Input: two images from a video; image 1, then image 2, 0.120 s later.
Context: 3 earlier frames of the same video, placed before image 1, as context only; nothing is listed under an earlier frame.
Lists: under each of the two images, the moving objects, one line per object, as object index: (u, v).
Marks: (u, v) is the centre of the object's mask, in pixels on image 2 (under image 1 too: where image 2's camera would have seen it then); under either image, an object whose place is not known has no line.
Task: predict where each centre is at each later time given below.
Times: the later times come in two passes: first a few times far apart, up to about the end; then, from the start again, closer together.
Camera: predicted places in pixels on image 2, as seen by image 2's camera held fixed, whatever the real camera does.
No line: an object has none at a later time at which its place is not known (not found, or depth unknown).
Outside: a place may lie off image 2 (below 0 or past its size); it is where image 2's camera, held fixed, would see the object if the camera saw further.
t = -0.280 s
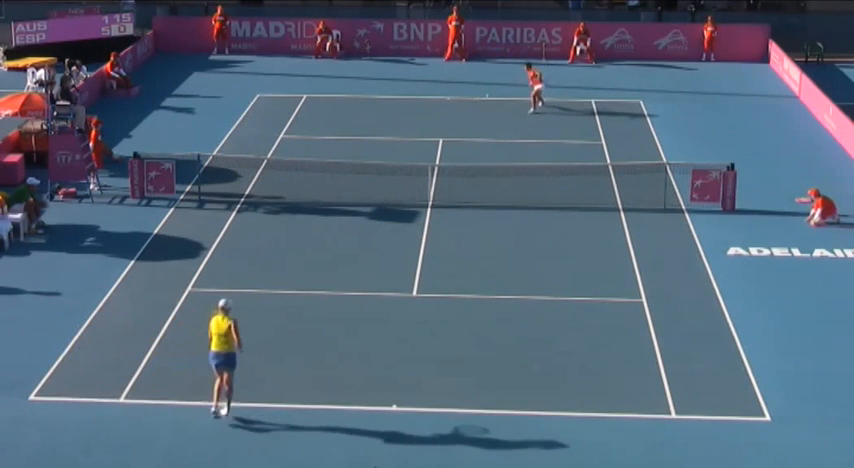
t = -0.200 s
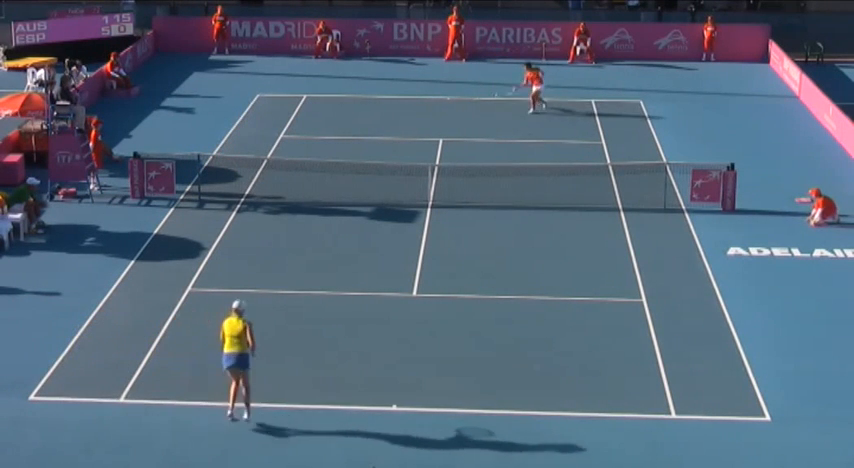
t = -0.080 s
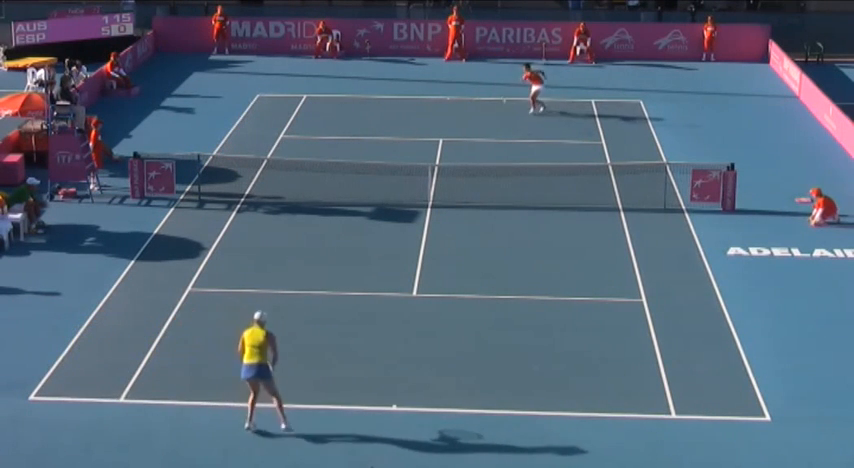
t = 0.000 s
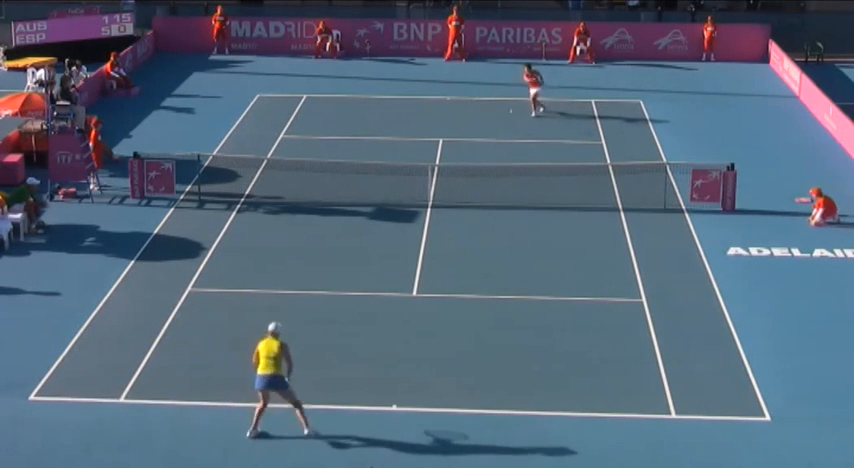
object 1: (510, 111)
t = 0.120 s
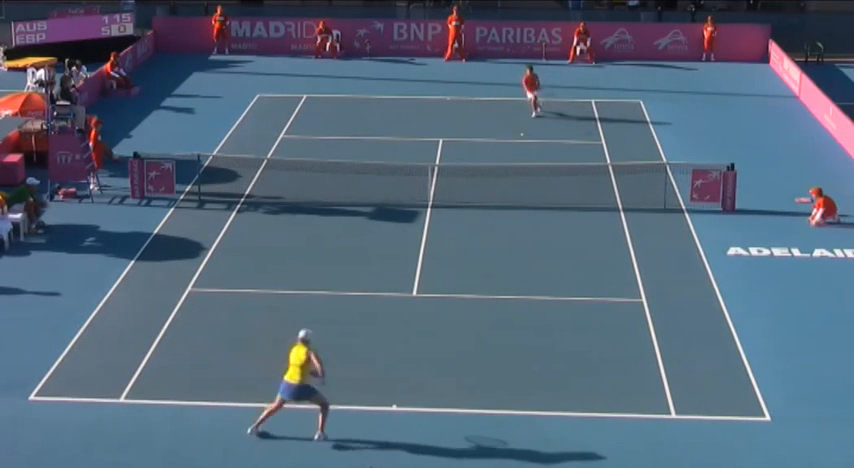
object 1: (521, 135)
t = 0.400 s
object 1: (555, 241)
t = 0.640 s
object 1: (590, 364)
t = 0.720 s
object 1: (600, 371)
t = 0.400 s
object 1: (555, 241)
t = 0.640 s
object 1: (590, 364)
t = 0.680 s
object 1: (595, 367)
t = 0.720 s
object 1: (600, 371)
